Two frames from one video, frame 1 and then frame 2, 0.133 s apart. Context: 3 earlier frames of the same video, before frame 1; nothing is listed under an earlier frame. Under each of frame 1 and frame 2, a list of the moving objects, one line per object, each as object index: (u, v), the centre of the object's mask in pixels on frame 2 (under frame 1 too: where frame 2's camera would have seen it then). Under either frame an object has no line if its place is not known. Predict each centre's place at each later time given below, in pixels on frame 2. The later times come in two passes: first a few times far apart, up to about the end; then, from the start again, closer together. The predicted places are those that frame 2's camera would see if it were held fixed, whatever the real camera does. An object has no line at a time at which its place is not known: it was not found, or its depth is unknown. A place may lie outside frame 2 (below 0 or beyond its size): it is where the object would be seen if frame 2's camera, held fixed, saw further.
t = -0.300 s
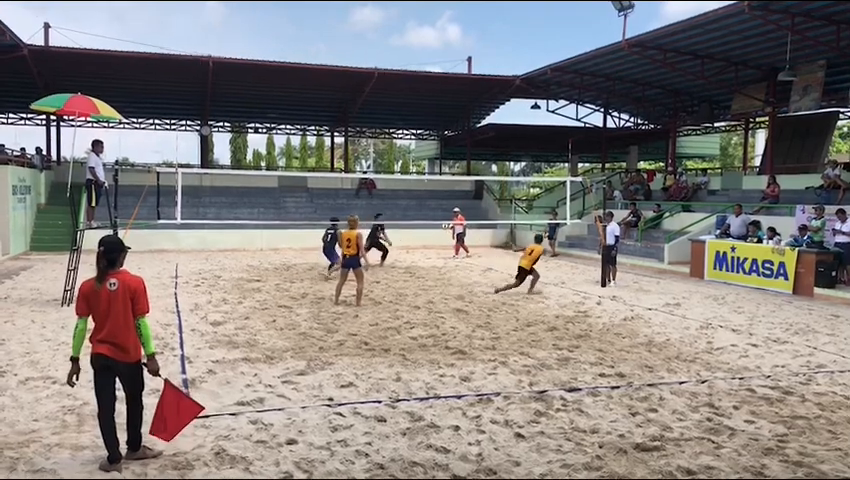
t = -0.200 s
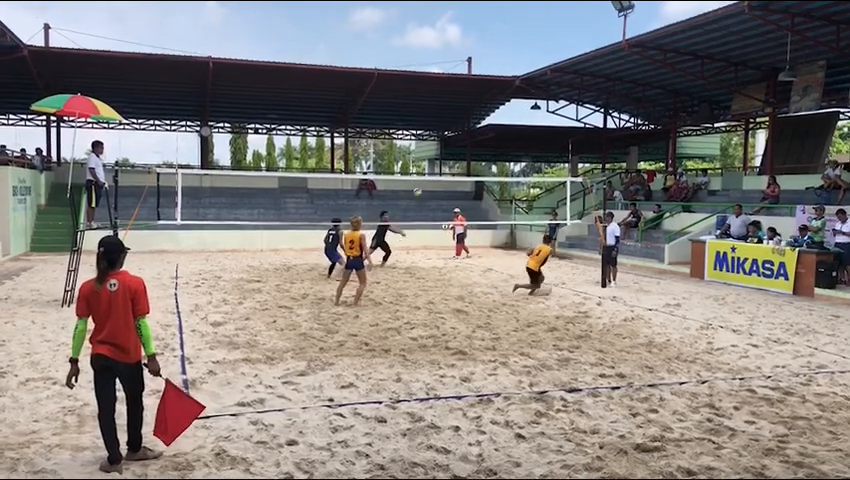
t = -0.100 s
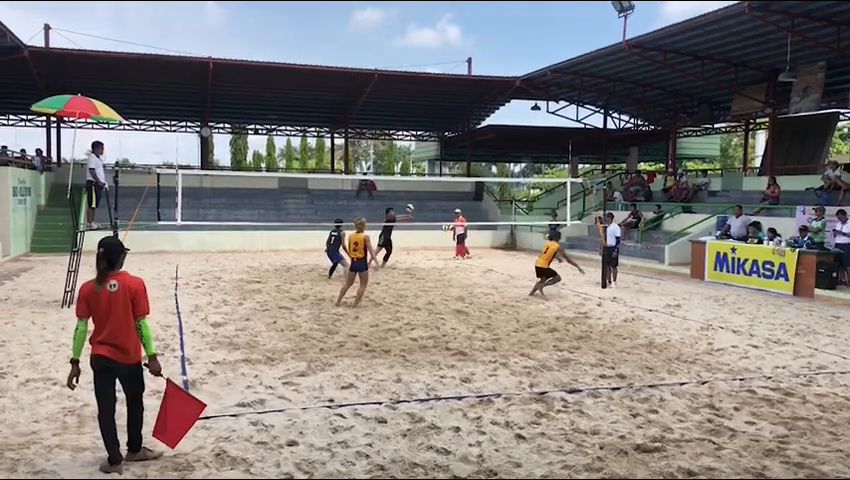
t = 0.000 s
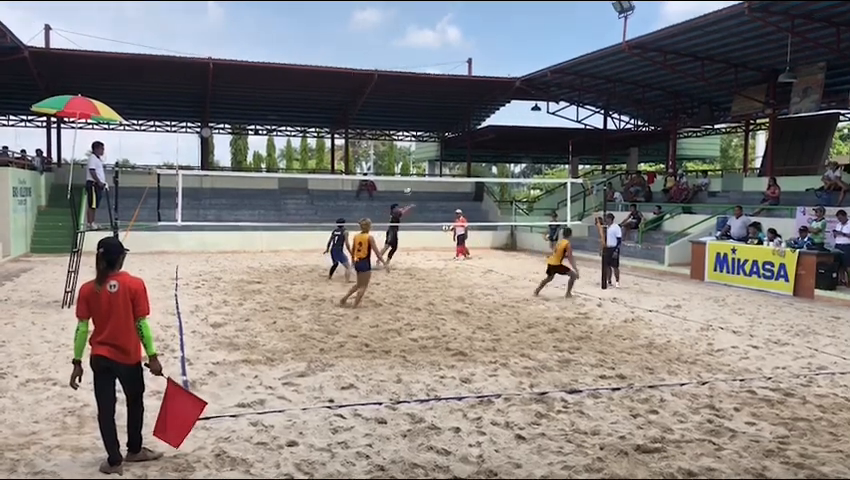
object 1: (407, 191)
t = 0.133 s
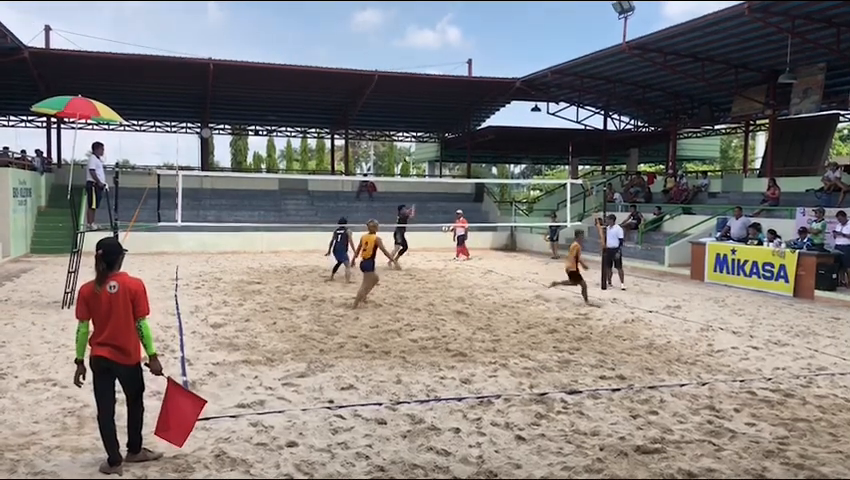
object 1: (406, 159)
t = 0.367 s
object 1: (402, 119)
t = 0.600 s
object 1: (397, 96)
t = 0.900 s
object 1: (389, 99)
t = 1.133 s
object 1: (383, 129)
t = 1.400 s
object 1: (376, 190)
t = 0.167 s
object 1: (405, 153)
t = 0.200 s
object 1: (402, 147)
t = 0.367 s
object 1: (402, 119)
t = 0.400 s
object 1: (401, 115)
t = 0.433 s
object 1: (400, 111)
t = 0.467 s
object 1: (400, 107)
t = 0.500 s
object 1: (399, 104)
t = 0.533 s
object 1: (399, 101)
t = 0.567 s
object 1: (398, 99)
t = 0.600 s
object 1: (397, 96)
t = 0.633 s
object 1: (396, 95)
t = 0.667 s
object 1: (395, 95)
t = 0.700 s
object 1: (394, 94)
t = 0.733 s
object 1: (394, 94)
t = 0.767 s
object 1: (393, 94)
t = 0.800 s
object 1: (392, 95)
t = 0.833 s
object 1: (391, 96)
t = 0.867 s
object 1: (390, 97)
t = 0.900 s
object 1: (389, 99)
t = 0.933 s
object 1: (389, 102)
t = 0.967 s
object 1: (388, 105)
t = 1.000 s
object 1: (387, 108)
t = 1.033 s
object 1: (386, 113)
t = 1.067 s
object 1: (385, 118)
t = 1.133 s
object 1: (383, 129)
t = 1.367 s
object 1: (377, 184)
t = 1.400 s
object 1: (376, 190)
